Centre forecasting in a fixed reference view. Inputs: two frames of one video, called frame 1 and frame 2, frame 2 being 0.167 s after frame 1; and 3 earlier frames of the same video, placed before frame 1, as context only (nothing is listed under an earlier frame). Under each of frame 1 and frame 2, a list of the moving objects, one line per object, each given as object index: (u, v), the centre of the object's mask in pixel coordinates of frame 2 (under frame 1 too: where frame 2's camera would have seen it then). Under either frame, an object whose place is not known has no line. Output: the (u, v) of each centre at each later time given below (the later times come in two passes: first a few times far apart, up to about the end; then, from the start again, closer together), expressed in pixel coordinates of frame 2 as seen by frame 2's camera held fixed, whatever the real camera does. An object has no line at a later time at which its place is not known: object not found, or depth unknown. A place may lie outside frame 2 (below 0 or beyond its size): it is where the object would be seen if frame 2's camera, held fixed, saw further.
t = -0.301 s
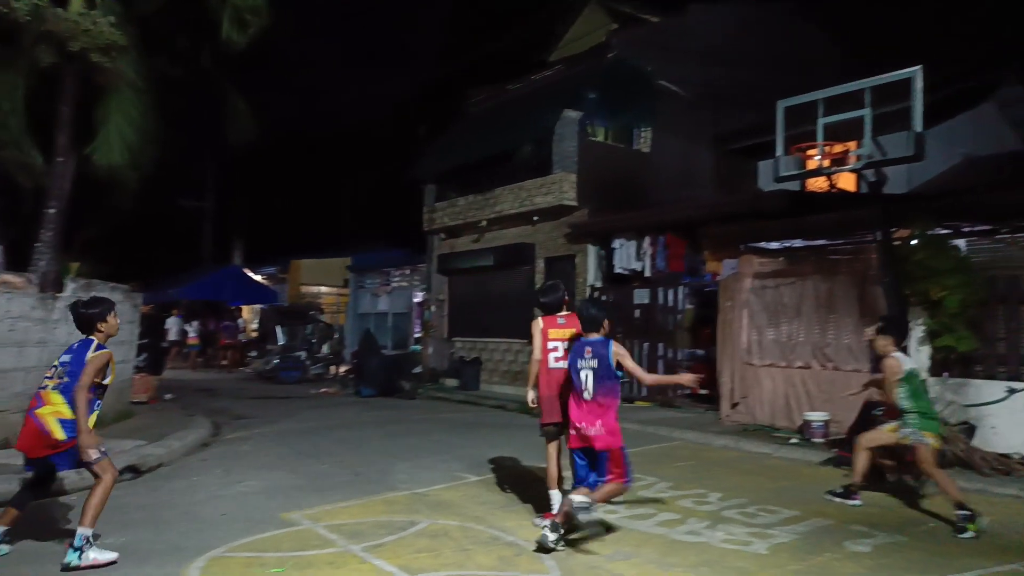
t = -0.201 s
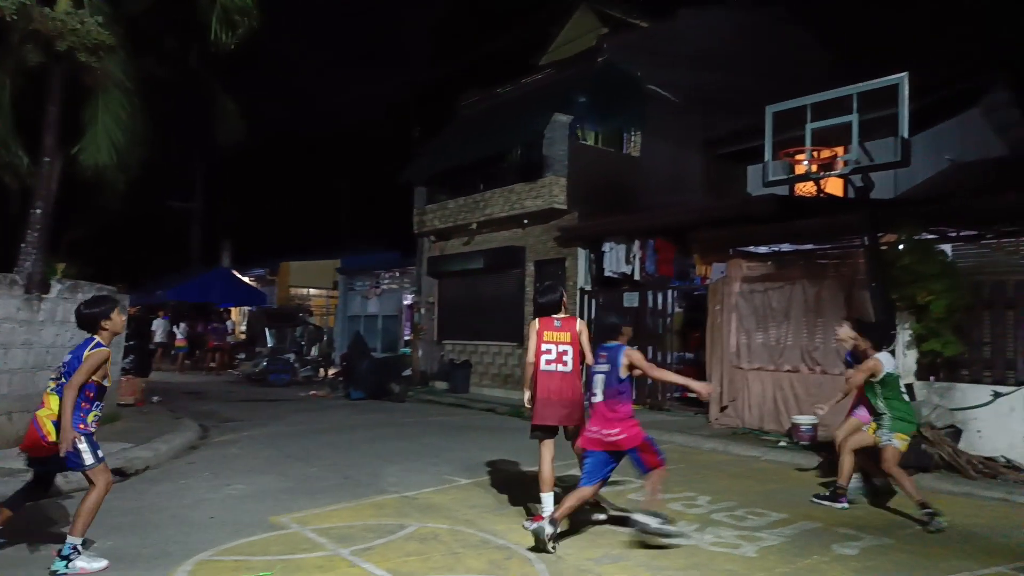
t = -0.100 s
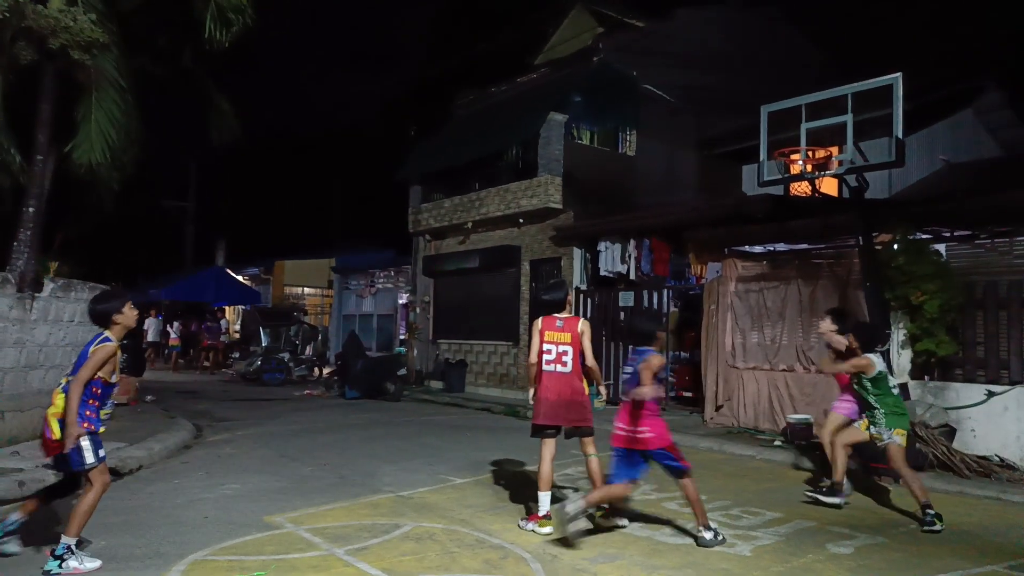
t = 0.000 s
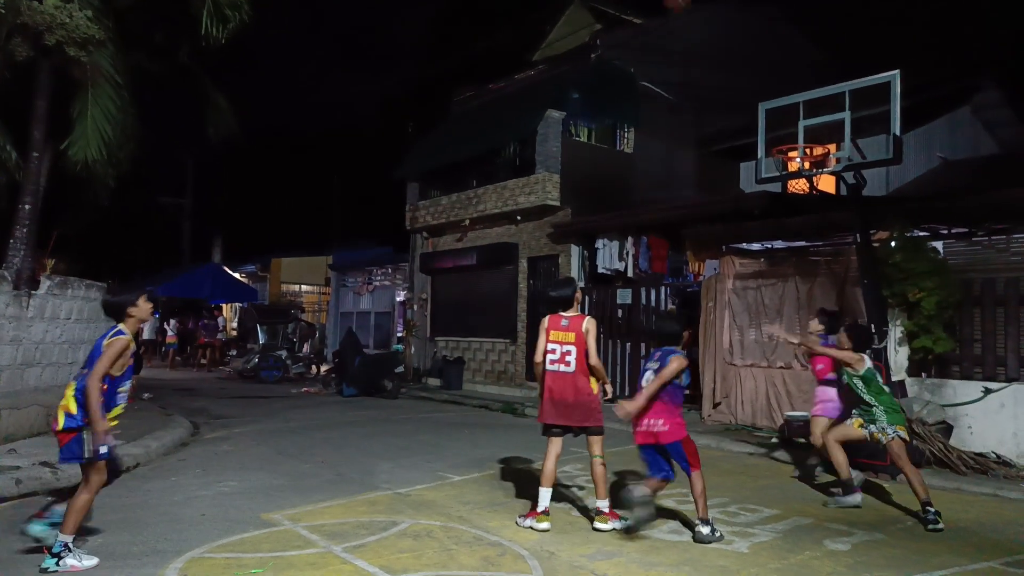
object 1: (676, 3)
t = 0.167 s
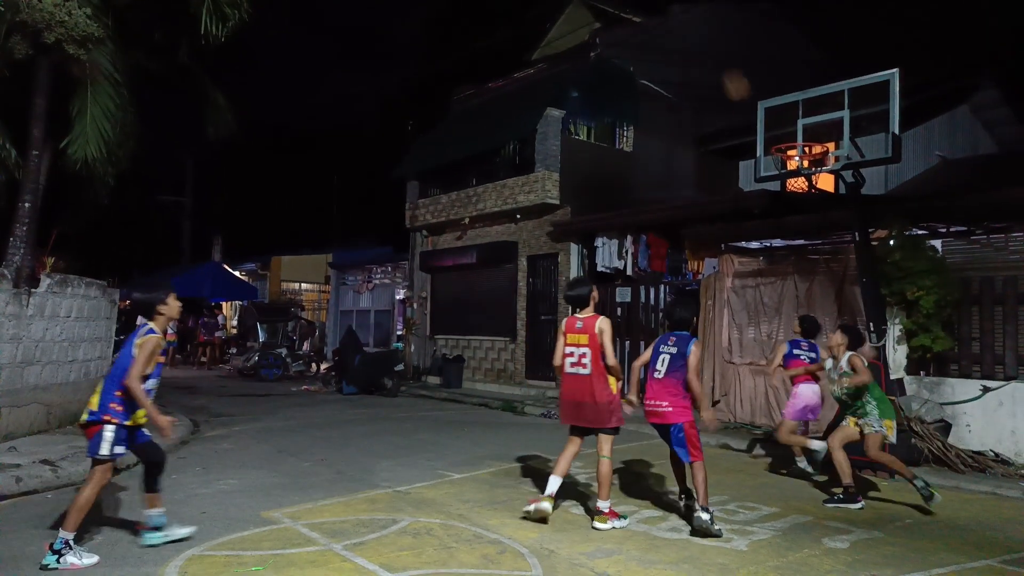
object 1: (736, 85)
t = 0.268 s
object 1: (759, 152)
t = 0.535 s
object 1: (700, 209)
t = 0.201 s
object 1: (747, 106)
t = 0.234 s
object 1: (754, 127)
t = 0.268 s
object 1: (759, 152)
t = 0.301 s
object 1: (759, 163)
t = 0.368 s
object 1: (754, 177)
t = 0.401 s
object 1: (745, 181)
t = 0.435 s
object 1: (733, 187)
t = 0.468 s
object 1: (723, 192)
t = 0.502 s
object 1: (712, 200)
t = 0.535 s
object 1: (700, 209)
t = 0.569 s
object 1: (689, 218)
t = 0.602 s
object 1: (678, 228)
